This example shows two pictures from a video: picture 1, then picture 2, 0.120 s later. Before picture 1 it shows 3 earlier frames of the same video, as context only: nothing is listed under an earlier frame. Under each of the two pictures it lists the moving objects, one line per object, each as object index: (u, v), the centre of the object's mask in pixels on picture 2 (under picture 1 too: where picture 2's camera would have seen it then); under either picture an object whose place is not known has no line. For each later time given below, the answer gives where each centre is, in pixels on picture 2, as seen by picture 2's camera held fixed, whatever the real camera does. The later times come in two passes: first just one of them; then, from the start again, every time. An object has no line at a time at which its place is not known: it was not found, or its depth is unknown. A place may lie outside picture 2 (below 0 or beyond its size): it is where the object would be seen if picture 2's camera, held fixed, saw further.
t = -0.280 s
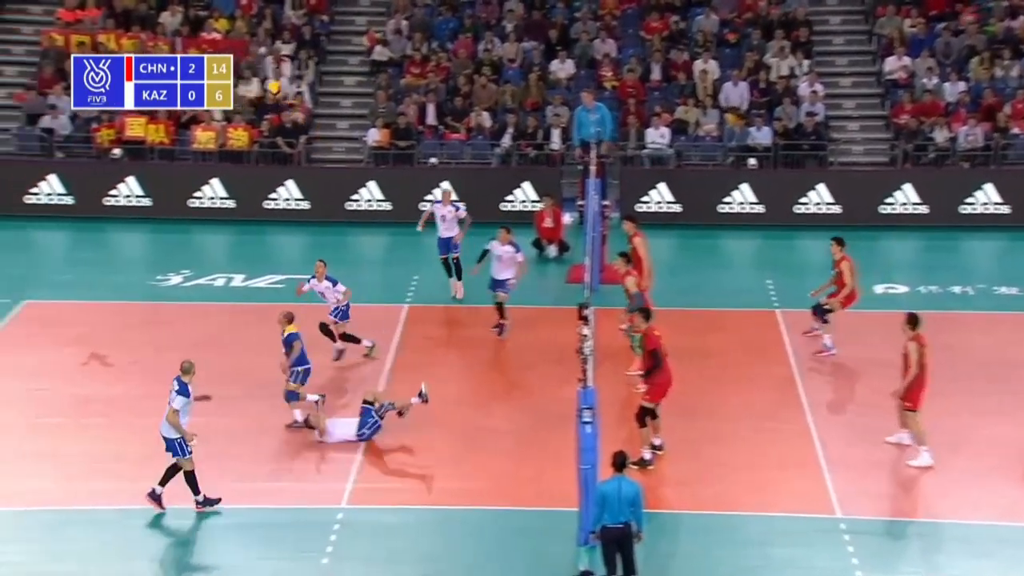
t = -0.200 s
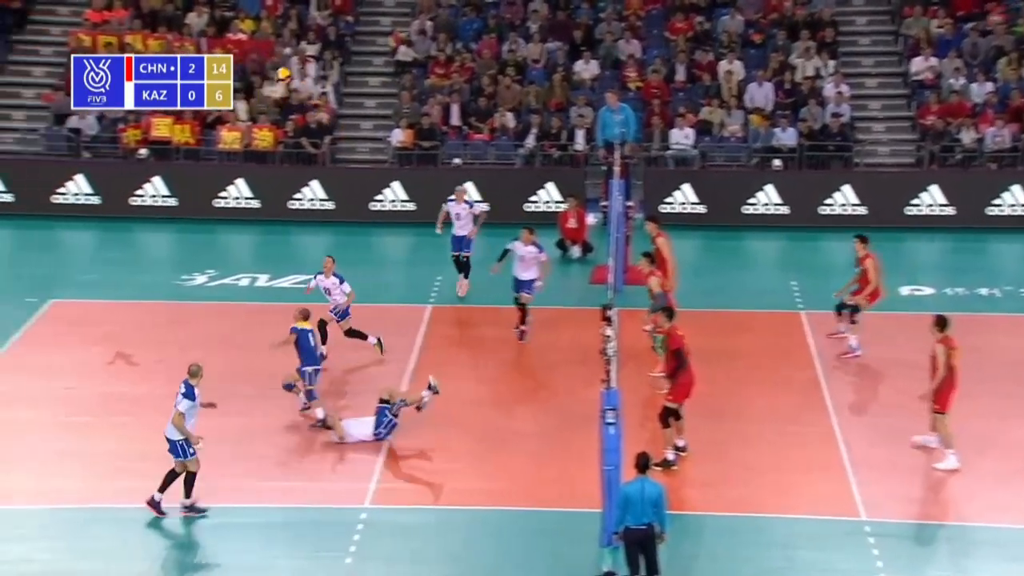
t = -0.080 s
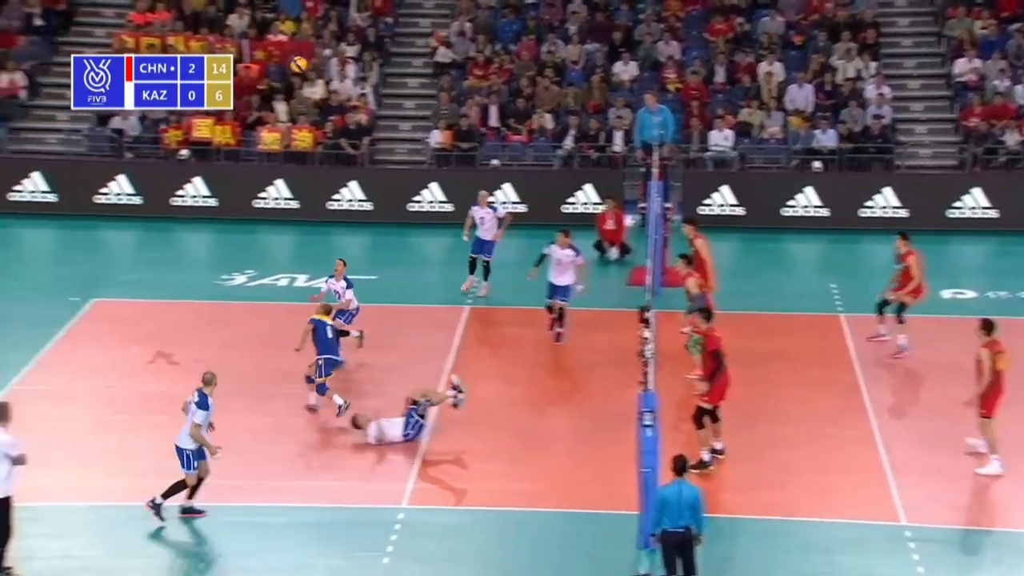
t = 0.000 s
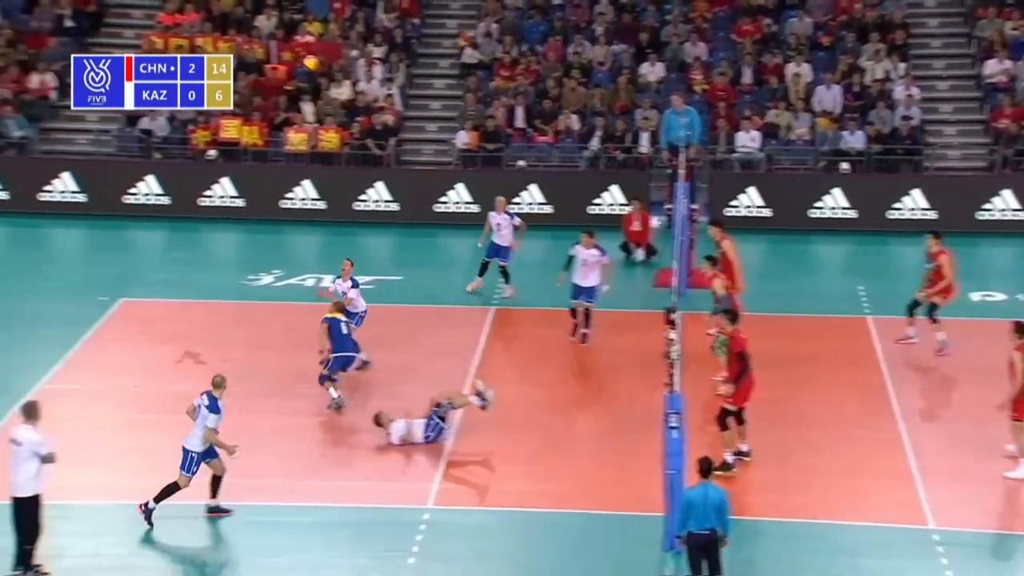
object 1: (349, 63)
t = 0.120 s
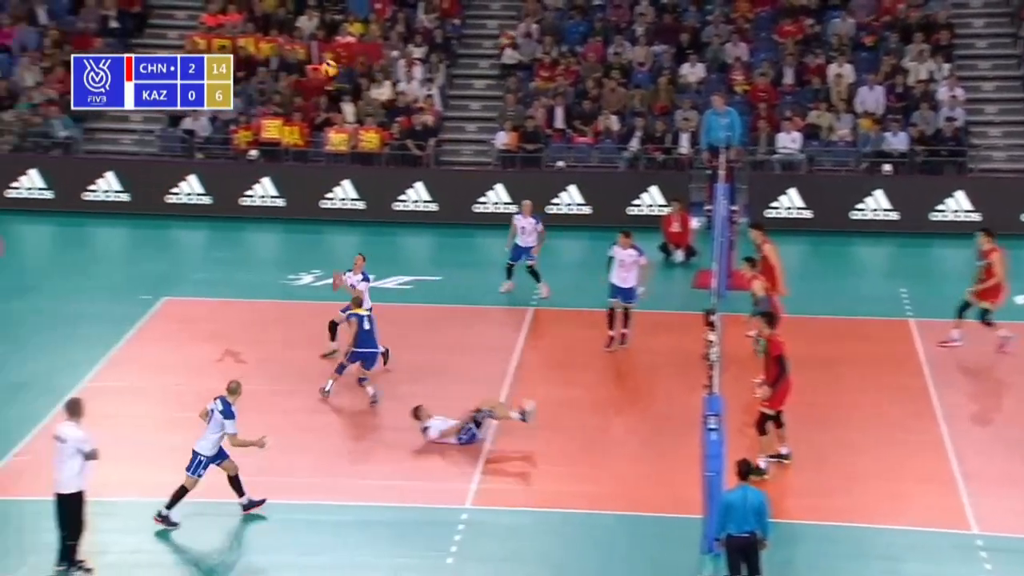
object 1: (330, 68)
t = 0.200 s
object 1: (318, 74)
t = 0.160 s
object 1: (323, 71)
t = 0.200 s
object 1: (318, 74)
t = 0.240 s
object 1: (310, 81)
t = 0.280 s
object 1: (304, 88)
